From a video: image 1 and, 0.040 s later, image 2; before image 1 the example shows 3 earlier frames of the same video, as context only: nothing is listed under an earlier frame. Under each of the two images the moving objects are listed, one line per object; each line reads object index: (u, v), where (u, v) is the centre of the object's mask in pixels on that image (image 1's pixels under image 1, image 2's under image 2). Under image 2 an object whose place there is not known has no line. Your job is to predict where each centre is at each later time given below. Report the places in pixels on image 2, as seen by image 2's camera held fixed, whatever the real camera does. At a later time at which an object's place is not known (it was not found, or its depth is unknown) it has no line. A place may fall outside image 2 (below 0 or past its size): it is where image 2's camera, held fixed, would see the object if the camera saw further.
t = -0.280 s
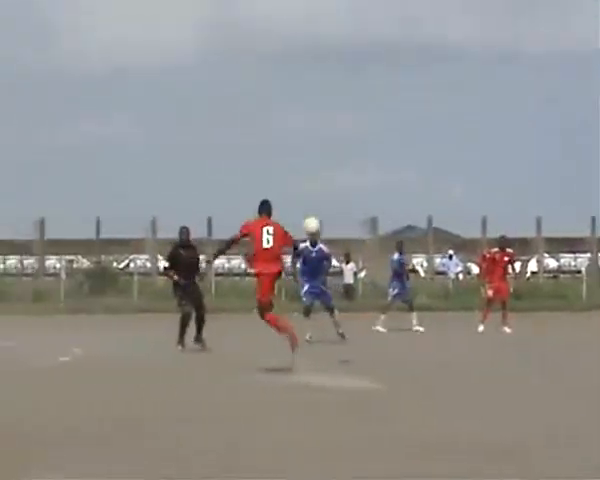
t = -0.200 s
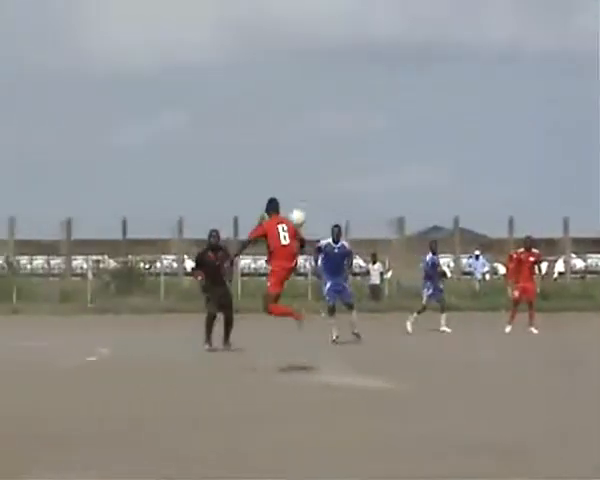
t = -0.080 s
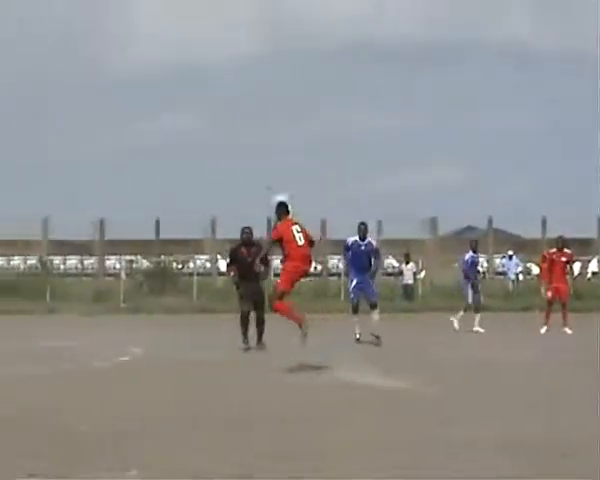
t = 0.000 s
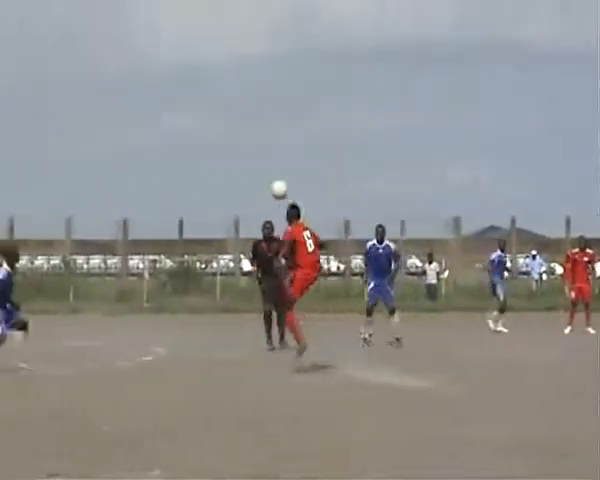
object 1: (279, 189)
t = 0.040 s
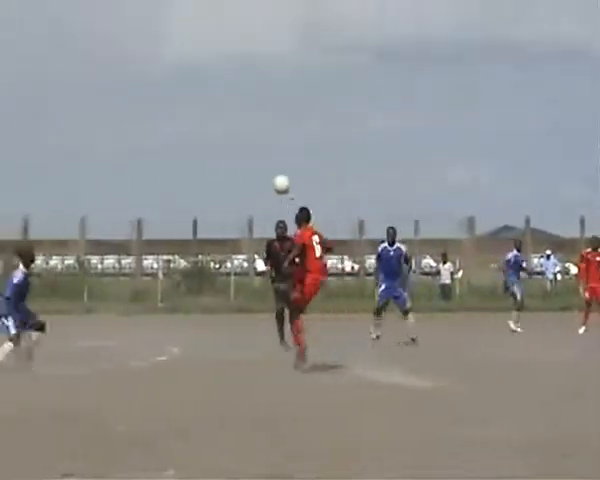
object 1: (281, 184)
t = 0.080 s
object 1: (274, 181)
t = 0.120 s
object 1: (266, 179)
